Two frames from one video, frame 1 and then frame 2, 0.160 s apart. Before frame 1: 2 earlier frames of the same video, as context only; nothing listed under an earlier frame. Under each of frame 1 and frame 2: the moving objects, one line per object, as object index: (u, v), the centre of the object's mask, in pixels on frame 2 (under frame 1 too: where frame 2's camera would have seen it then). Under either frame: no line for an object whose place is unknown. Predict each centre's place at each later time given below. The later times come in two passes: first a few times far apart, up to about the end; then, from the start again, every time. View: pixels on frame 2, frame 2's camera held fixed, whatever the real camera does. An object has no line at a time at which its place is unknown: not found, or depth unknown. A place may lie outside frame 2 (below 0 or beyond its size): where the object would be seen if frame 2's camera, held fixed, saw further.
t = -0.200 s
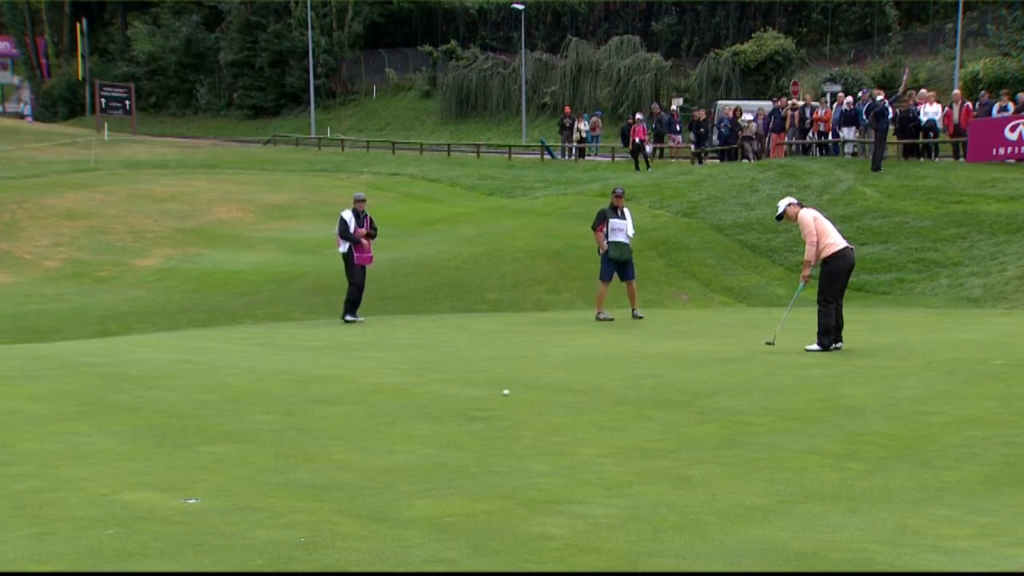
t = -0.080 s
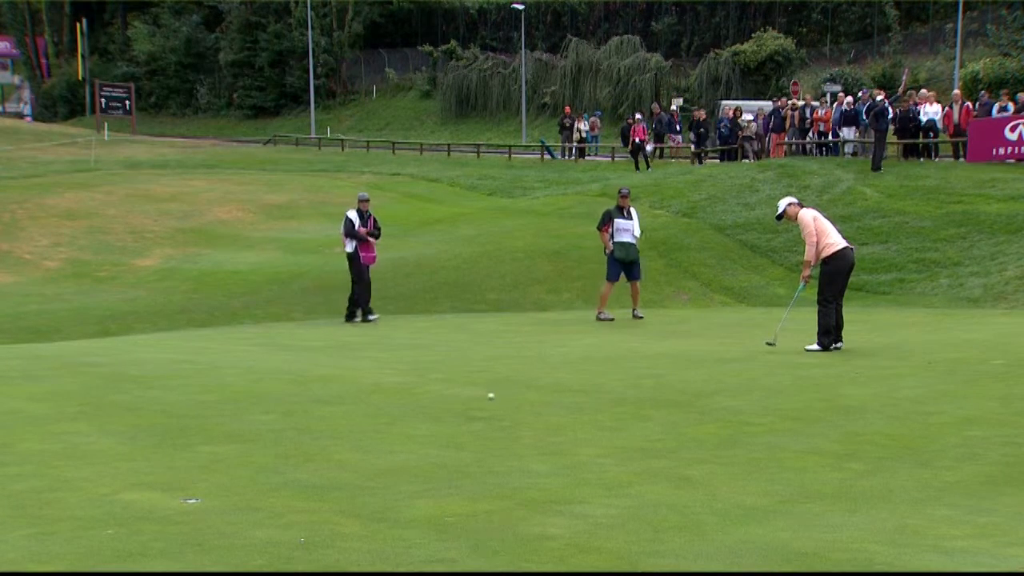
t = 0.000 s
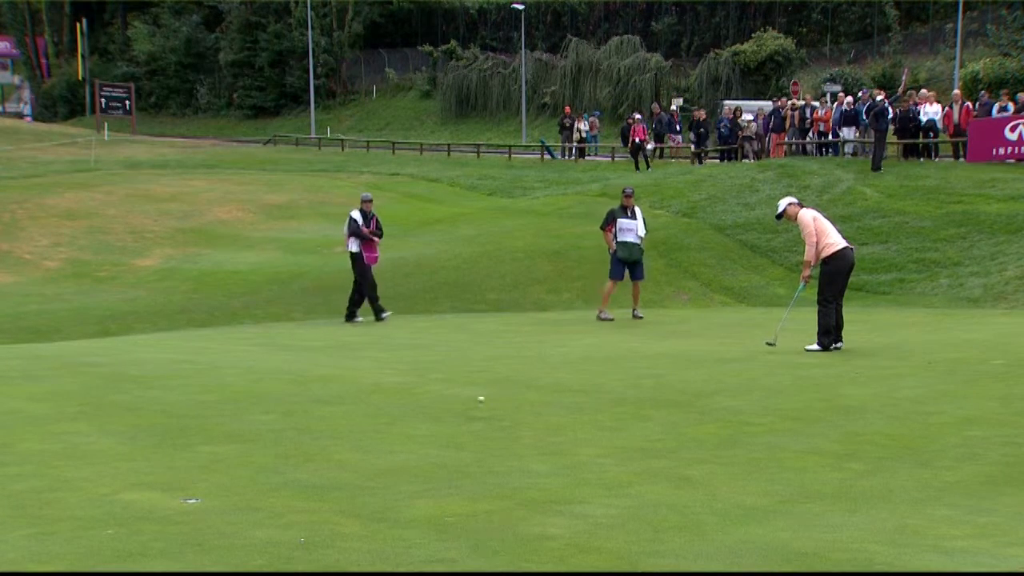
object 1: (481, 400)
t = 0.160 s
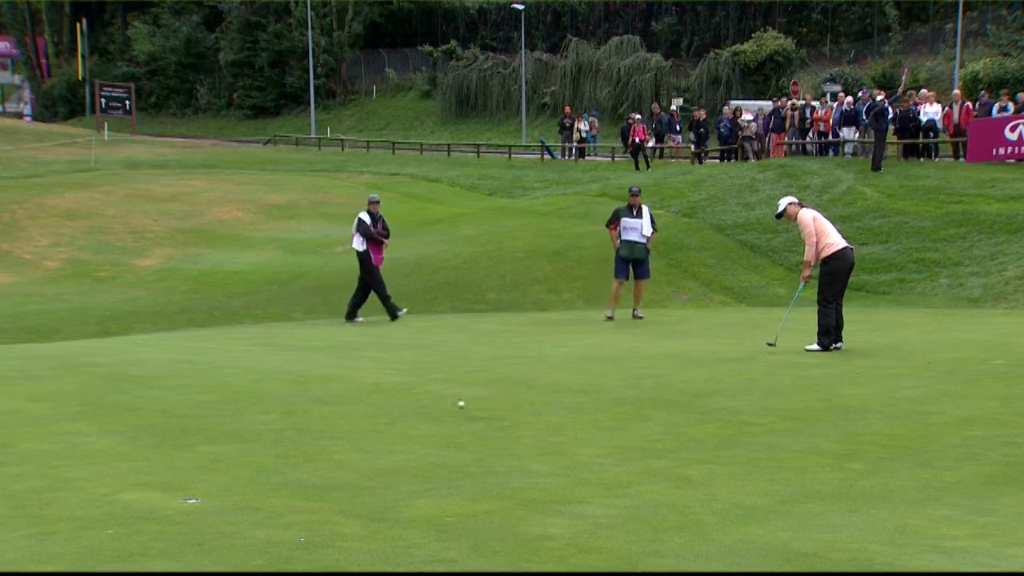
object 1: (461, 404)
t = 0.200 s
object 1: (456, 406)
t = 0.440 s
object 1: (427, 415)
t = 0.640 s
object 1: (403, 422)
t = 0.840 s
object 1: (380, 429)
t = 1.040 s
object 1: (357, 435)
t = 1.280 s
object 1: (332, 443)
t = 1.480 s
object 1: (311, 449)
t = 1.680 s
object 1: (292, 455)
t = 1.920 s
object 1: (271, 463)
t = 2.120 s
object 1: (253, 470)
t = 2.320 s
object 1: (238, 476)
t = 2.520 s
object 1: (223, 482)
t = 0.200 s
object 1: (456, 406)
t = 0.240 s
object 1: (451, 407)
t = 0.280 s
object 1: (447, 407)
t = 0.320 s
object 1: (441, 410)
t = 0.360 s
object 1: (437, 413)
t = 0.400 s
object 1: (432, 413)
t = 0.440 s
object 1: (427, 415)
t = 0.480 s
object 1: (422, 416)
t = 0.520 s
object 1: (417, 418)
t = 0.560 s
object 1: (412, 419)
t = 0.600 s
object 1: (407, 420)
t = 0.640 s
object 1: (403, 422)
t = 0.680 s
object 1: (398, 423)
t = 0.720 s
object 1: (393, 425)
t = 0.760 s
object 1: (389, 426)
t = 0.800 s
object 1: (384, 427)
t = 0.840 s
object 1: (380, 429)
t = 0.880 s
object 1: (375, 430)
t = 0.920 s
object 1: (371, 431)
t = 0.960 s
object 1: (367, 432)
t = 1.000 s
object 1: (362, 434)
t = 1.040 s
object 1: (357, 435)
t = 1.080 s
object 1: (353, 436)
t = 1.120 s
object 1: (349, 438)
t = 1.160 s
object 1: (344, 439)
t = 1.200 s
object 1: (340, 440)
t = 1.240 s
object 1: (336, 441)
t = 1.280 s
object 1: (332, 443)
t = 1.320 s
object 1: (328, 444)
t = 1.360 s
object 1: (323, 445)
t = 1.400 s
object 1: (320, 446)
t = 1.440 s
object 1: (315, 448)
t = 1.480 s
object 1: (311, 449)
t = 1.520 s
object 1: (307, 450)
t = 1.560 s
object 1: (303, 452)
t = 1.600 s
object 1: (300, 453)
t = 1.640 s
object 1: (296, 454)
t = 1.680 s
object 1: (292, 455)
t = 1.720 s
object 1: (288, 457)
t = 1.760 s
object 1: (284, 457)
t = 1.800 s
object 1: (282, 458)
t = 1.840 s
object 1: (278, 460)
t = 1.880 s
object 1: (274, 462)
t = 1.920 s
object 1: (271, 463)
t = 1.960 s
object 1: (267, 465)
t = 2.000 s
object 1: (263, 466)
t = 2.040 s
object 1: (260, 467)
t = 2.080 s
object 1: (257, 468)
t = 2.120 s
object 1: (253, 470)
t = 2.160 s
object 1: (250, 471)
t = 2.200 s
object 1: (247, 472)
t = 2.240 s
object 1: (244, 474)
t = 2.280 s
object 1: (241, 475)
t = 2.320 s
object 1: (238, 476)
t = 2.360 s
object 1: (234, 478)
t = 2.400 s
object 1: (232, 479)
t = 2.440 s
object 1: (229, 480)
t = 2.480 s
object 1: (226, 481)
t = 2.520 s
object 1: (223, 482)
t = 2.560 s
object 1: (220, 483)
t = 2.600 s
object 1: (218, 485)
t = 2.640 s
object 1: (215, 486)
